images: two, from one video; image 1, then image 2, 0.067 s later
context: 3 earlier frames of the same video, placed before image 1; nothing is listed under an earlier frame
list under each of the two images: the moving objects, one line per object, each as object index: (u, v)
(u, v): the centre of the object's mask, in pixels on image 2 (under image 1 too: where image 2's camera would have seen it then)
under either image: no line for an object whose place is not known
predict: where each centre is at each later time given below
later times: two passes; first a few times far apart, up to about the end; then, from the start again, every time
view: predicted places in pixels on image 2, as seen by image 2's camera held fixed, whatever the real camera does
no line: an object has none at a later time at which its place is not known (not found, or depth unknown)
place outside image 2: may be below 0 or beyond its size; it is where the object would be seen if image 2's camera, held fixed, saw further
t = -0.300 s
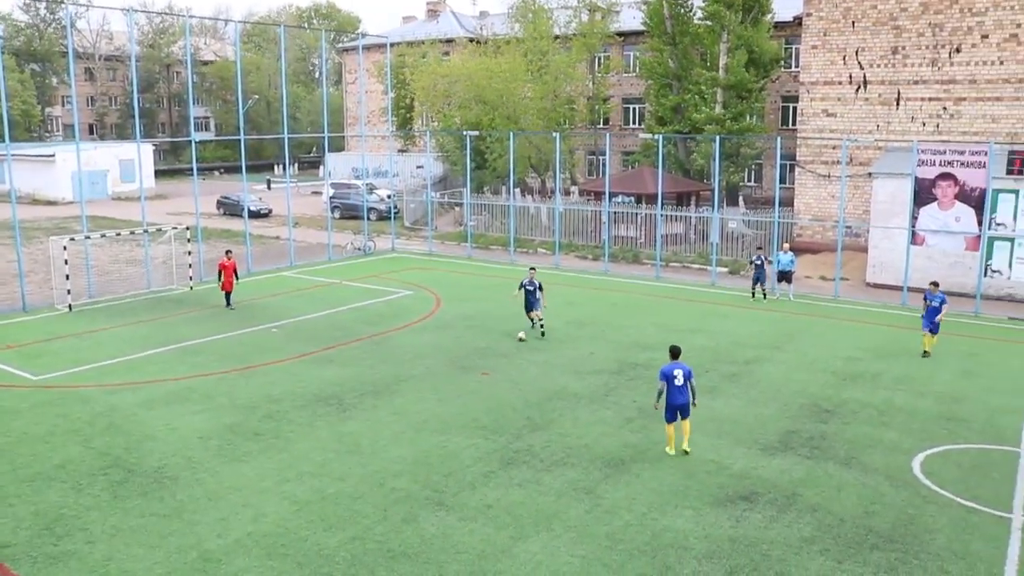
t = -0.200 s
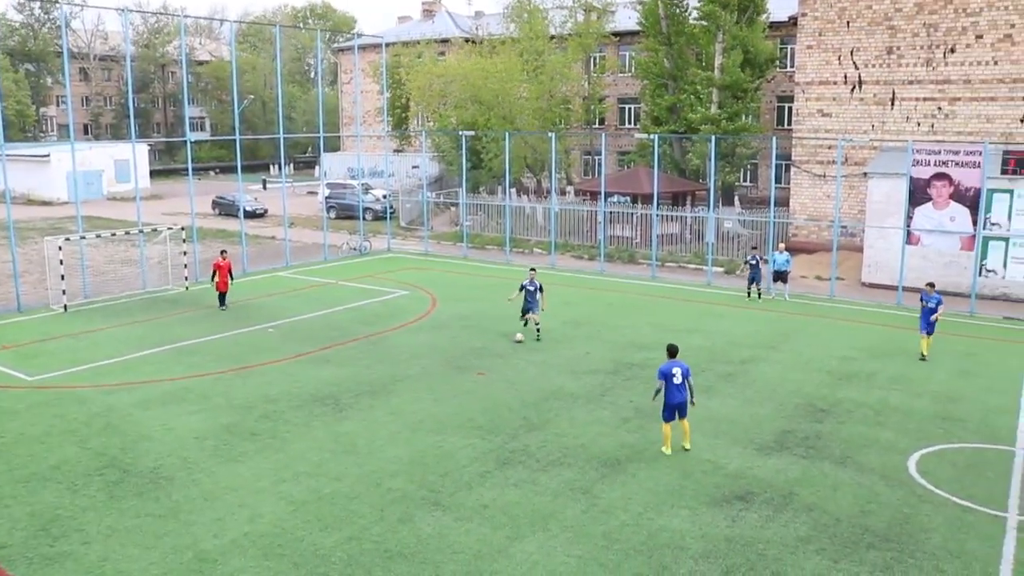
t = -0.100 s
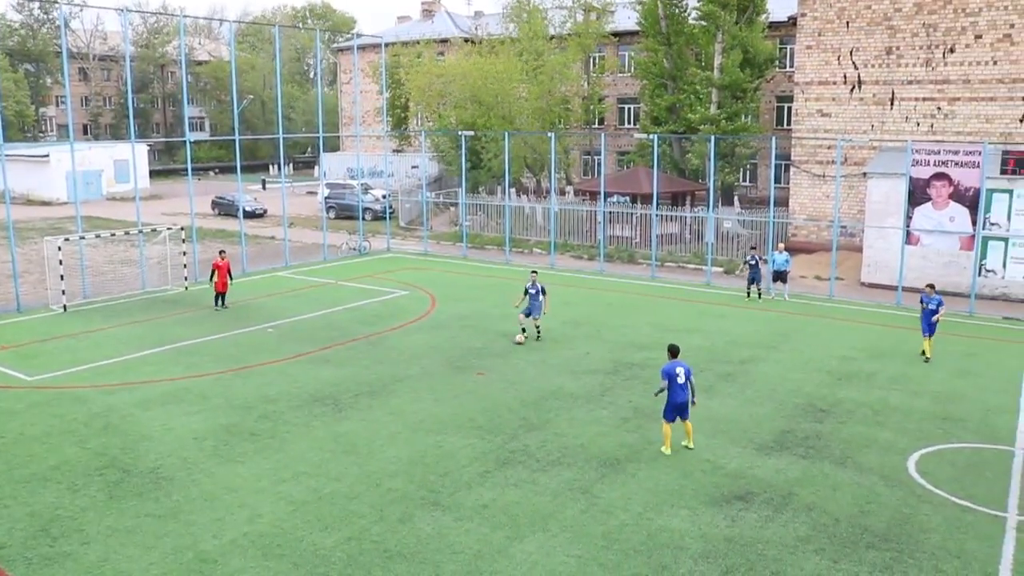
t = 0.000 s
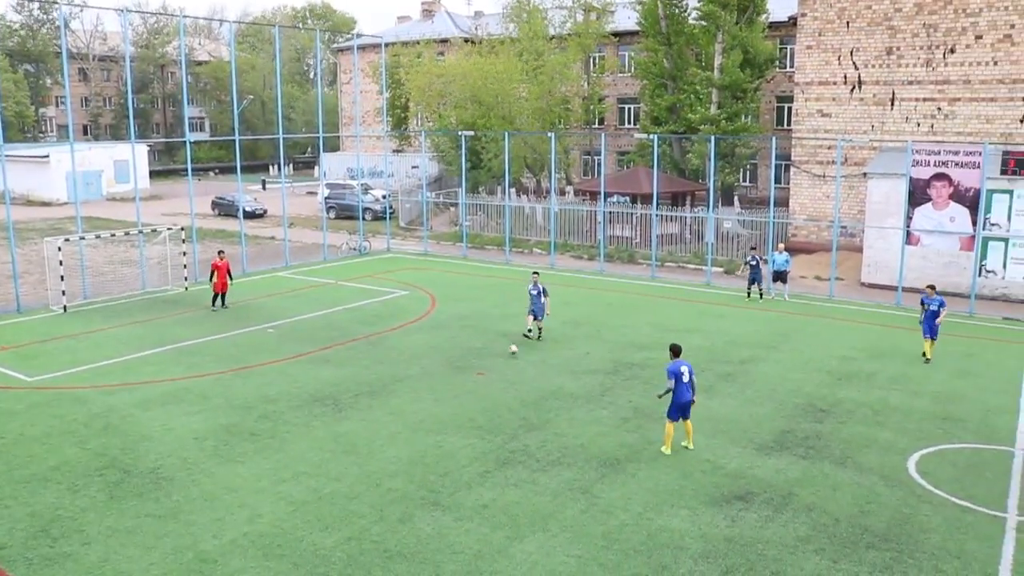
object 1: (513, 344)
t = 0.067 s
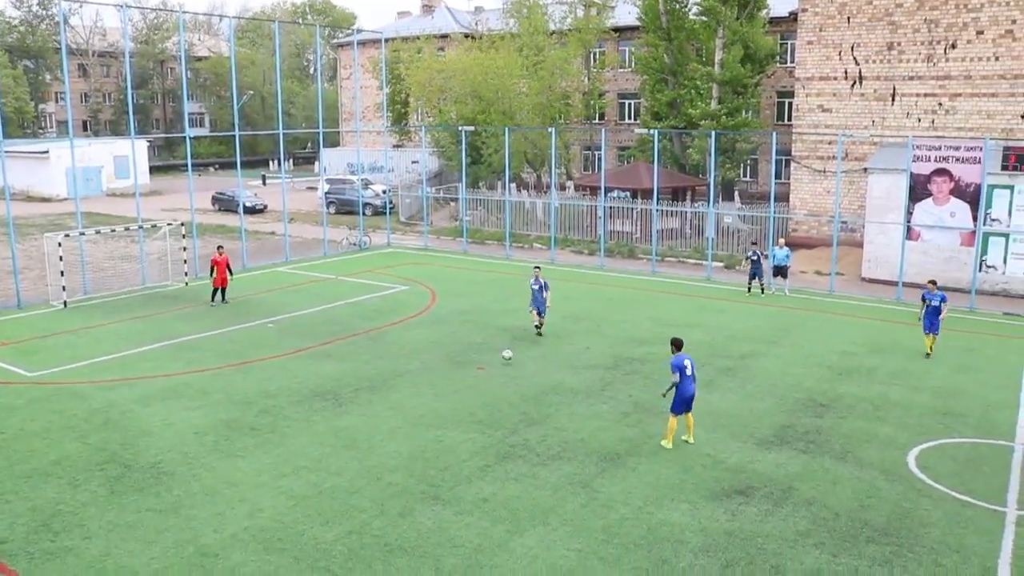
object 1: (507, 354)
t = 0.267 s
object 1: (489, 394)
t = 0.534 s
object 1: (466, 463)
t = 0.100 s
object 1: (503, 361)
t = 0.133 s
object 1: (501, 369)
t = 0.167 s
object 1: (497, 379)
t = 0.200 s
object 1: (494, 387)
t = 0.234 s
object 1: (492, 389)
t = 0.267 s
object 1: (489, 394)
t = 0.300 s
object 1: (486, 399)
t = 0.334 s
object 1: (484, 405)
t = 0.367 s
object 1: (481, 412)
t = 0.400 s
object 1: (478, 421)
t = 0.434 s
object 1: (475, 430)
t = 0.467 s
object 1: (472, 442)
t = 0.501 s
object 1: (469, 454)
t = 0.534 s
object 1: (466, 463)
